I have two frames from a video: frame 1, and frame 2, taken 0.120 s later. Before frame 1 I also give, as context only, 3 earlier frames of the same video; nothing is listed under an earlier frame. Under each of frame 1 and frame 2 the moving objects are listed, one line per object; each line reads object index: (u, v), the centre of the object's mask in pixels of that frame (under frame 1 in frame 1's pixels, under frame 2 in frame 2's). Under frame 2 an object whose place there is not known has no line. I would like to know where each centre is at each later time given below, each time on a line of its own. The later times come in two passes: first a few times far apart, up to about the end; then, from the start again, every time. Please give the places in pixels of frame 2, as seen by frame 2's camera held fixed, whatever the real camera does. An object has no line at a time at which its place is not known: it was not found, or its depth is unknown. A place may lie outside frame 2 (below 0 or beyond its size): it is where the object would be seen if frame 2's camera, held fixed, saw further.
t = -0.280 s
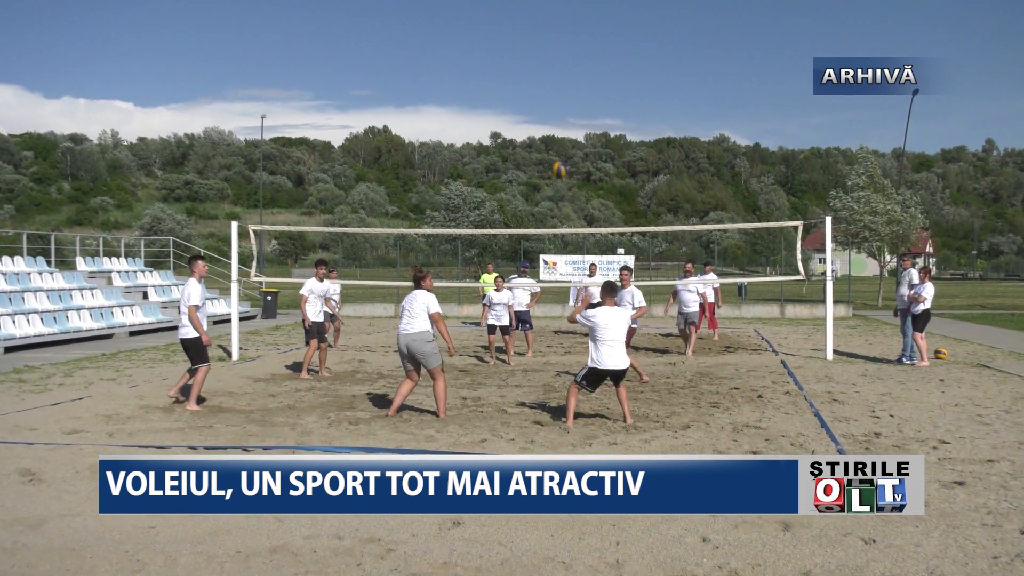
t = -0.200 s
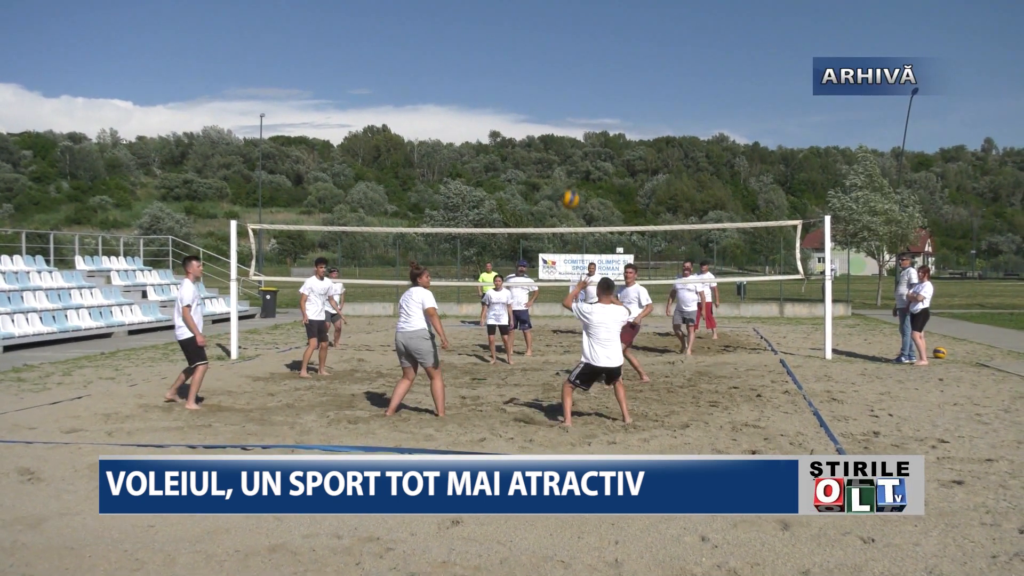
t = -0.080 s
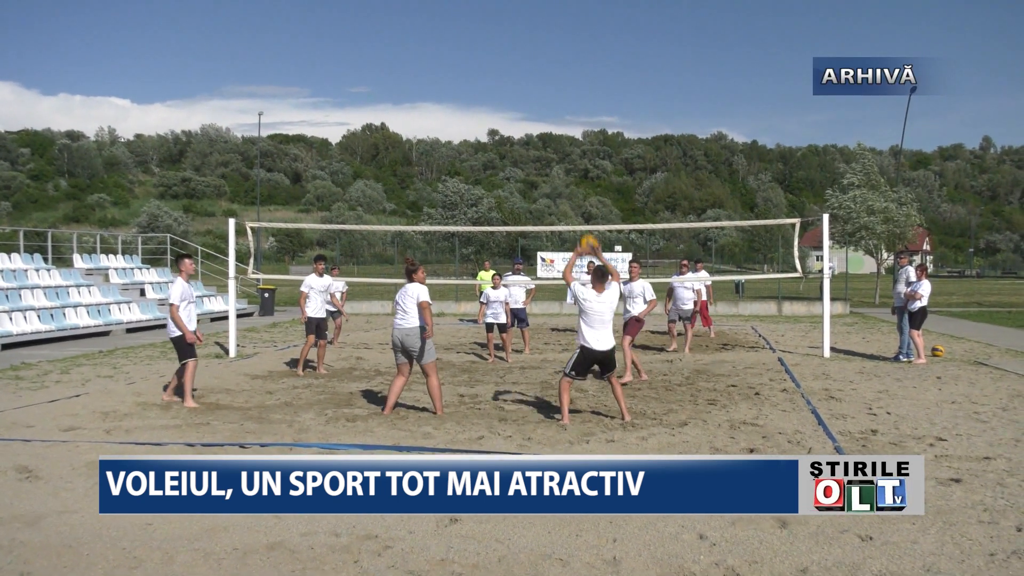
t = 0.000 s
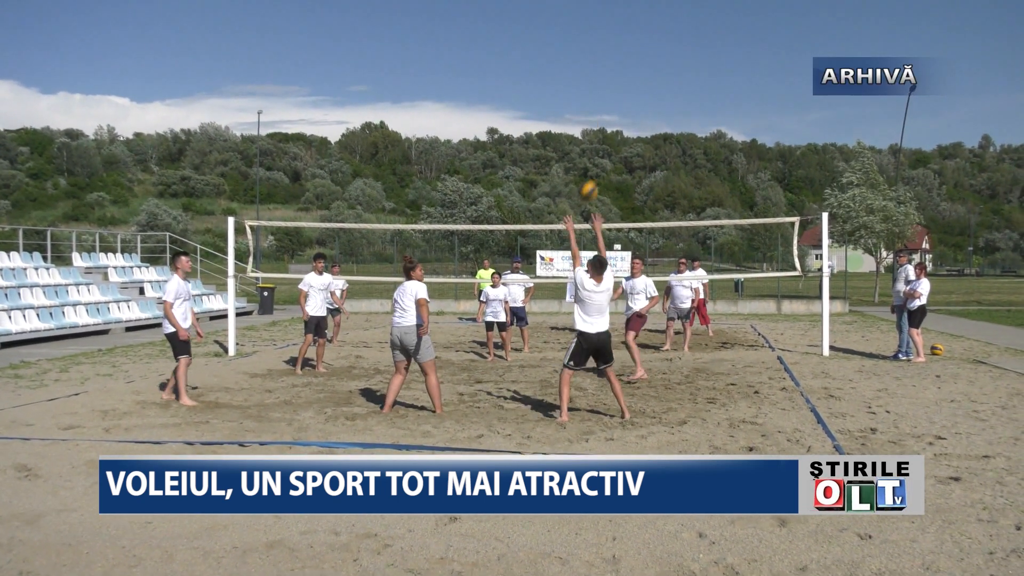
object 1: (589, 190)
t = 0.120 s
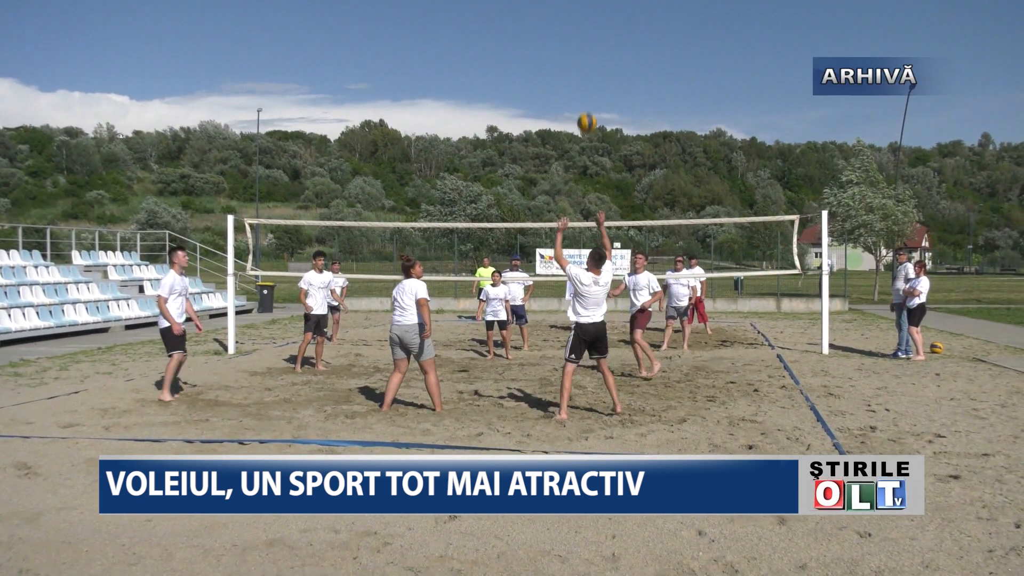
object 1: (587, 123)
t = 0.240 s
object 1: (586, 72)
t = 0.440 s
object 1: (584, 21)
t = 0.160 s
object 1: (587, 104)
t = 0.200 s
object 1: (586, 87)
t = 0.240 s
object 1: (586, 72)
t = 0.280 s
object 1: (586, 58)
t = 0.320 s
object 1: (585, 47)
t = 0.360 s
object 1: (585, 37)
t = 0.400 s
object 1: (584, 28)
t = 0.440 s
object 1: (584, 21)
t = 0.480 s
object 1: (584, 15)
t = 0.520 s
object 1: (583, 12)
